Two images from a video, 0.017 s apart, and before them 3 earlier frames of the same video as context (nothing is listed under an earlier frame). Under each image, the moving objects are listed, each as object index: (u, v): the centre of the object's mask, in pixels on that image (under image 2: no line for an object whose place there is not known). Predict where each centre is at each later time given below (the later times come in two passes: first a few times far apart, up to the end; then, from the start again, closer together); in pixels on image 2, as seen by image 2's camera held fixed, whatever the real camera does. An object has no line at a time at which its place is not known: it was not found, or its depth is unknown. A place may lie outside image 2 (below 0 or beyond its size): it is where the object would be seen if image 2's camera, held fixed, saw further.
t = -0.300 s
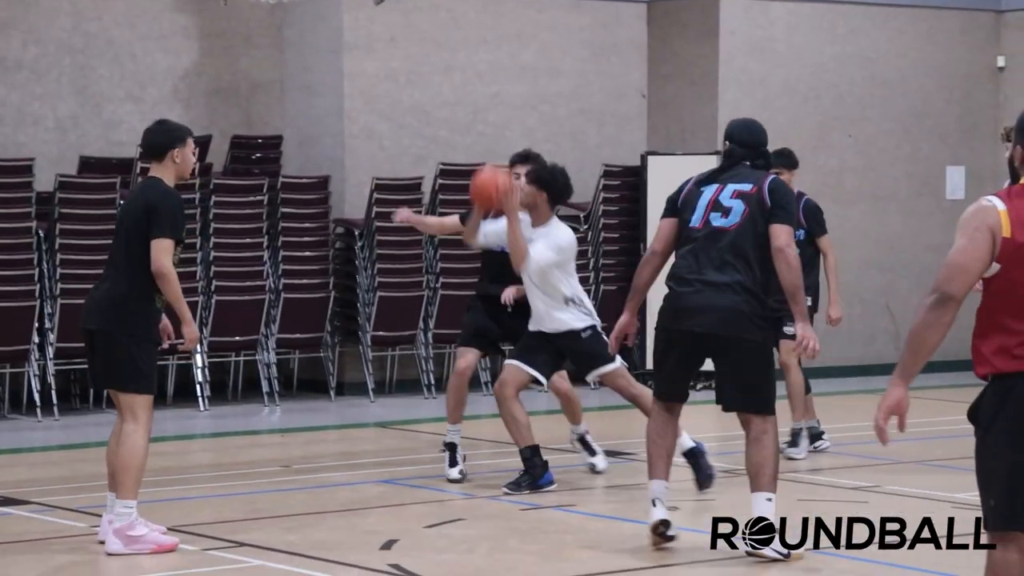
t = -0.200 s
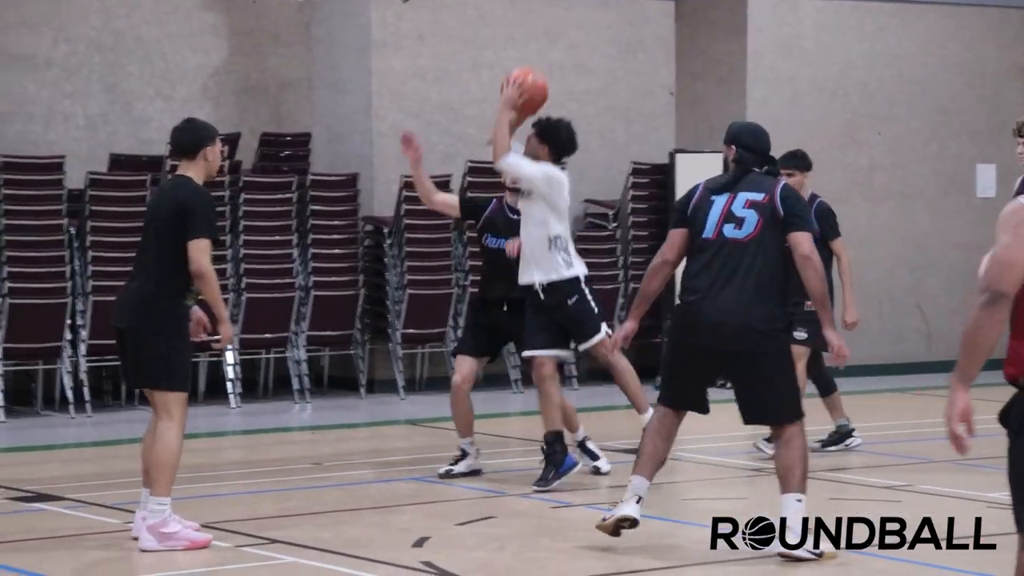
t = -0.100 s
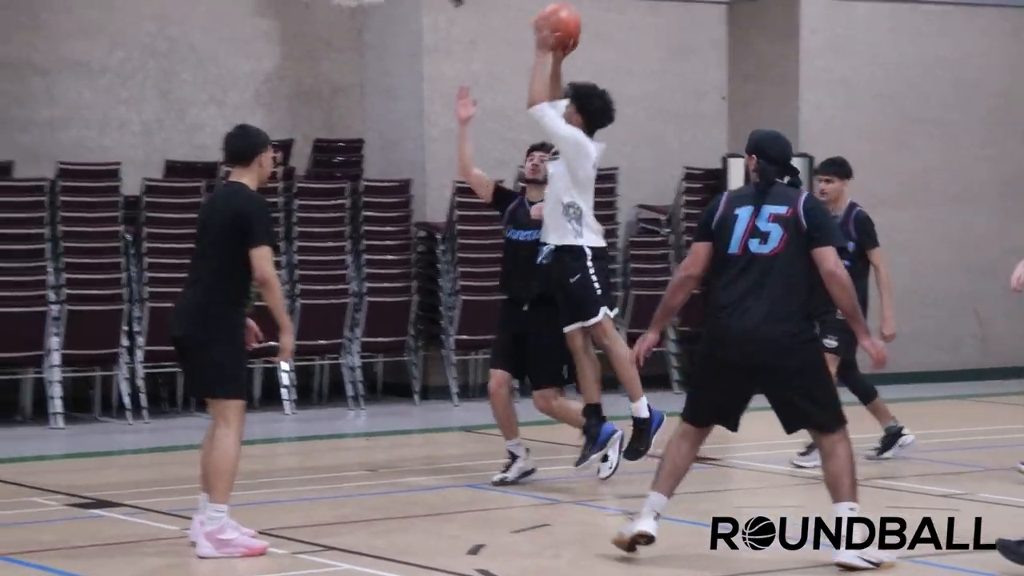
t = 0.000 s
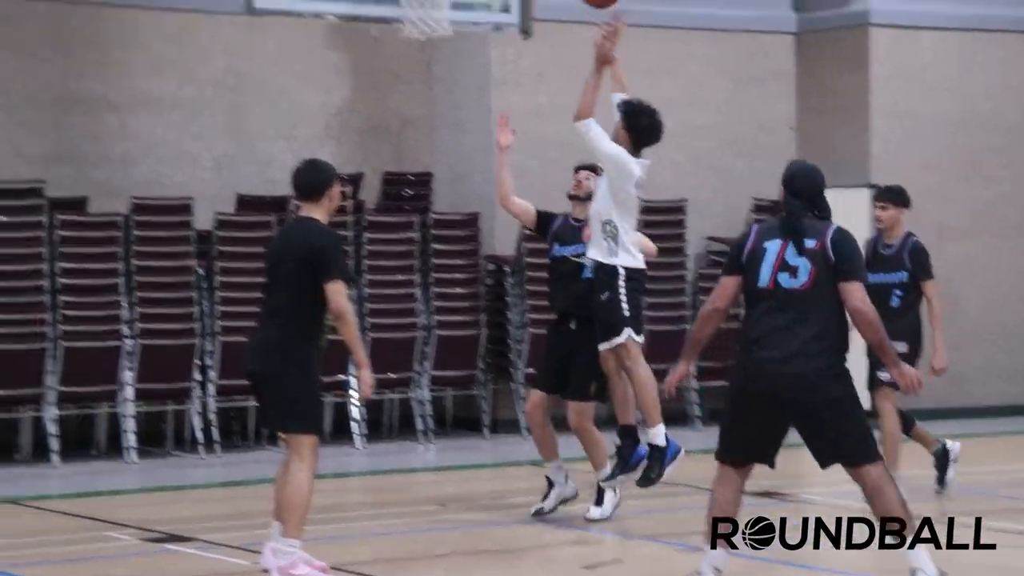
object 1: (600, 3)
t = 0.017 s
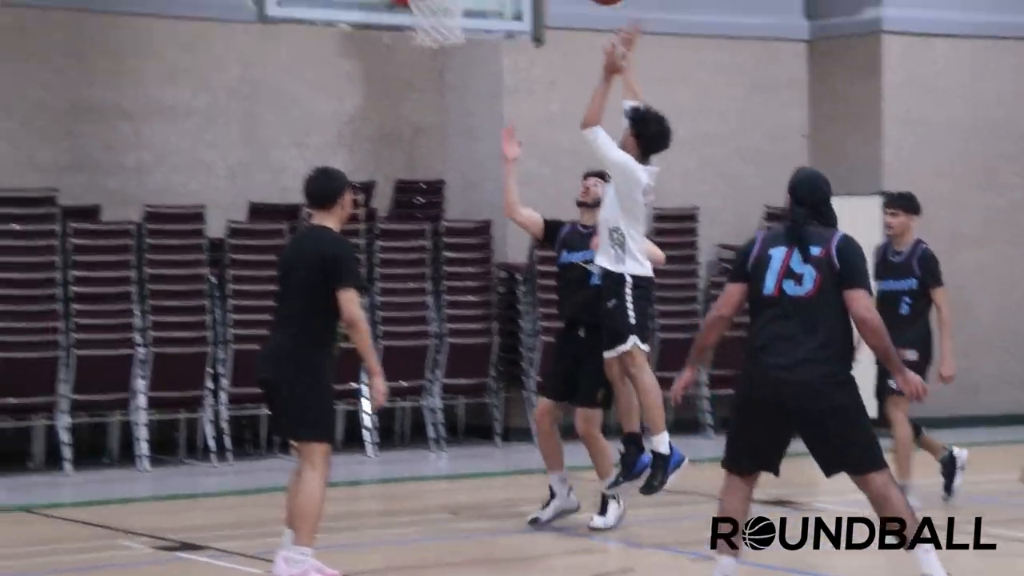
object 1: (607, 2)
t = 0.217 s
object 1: (548, -109)
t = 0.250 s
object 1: (538, -116)
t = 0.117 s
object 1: (575, -57)
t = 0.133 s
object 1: (570, -68)
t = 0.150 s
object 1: (565, -77)
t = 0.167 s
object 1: (561, -86)
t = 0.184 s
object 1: (556, -94)
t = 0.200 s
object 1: (552, -102)
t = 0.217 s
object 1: (548, -109)
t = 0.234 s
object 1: (543, -113)
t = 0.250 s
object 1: (538, -116)
